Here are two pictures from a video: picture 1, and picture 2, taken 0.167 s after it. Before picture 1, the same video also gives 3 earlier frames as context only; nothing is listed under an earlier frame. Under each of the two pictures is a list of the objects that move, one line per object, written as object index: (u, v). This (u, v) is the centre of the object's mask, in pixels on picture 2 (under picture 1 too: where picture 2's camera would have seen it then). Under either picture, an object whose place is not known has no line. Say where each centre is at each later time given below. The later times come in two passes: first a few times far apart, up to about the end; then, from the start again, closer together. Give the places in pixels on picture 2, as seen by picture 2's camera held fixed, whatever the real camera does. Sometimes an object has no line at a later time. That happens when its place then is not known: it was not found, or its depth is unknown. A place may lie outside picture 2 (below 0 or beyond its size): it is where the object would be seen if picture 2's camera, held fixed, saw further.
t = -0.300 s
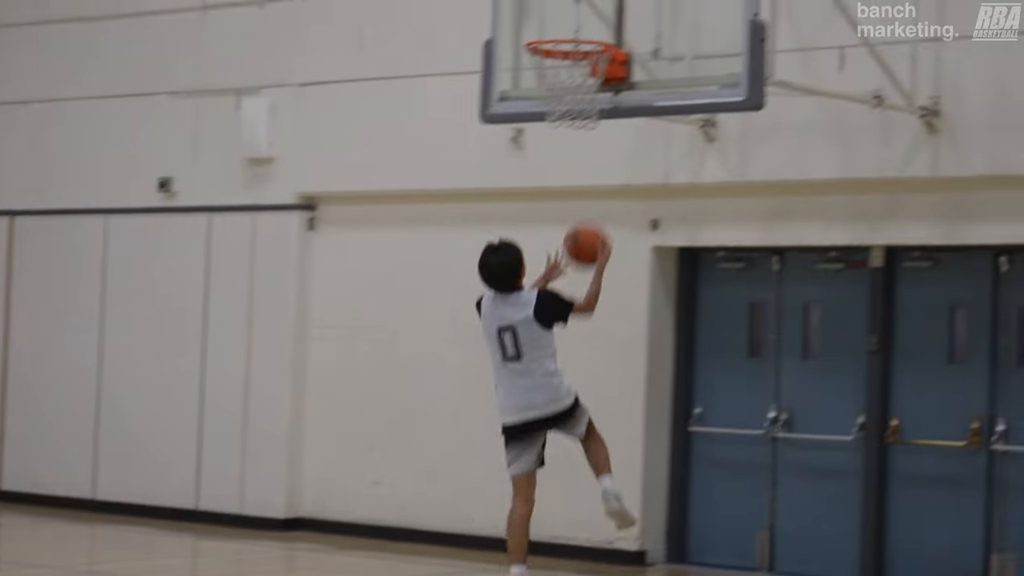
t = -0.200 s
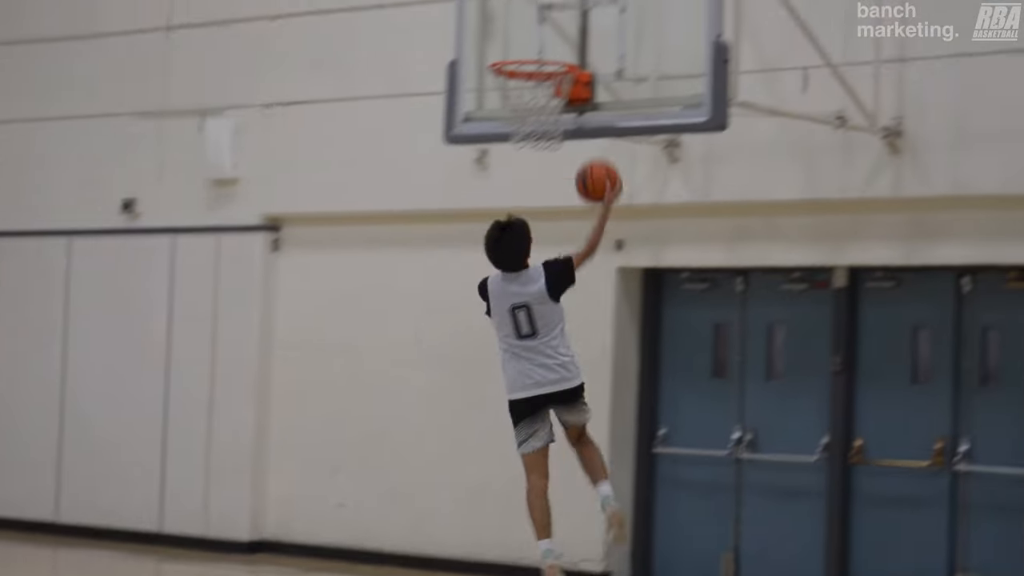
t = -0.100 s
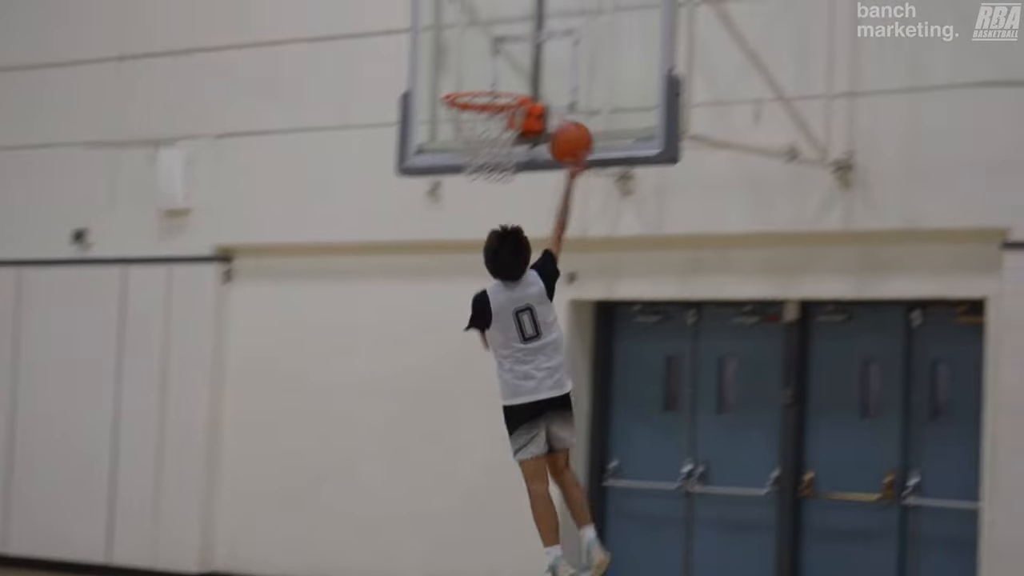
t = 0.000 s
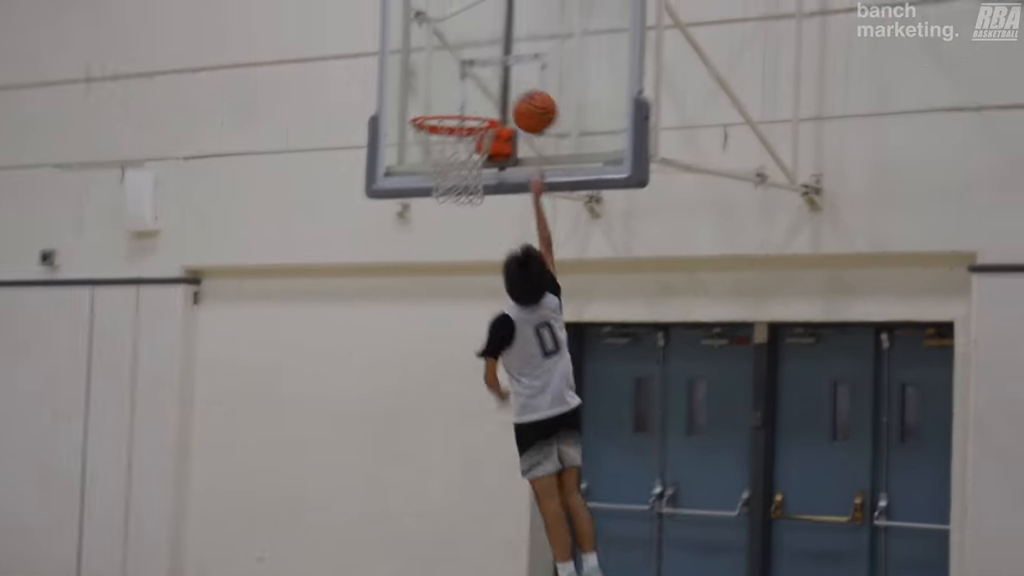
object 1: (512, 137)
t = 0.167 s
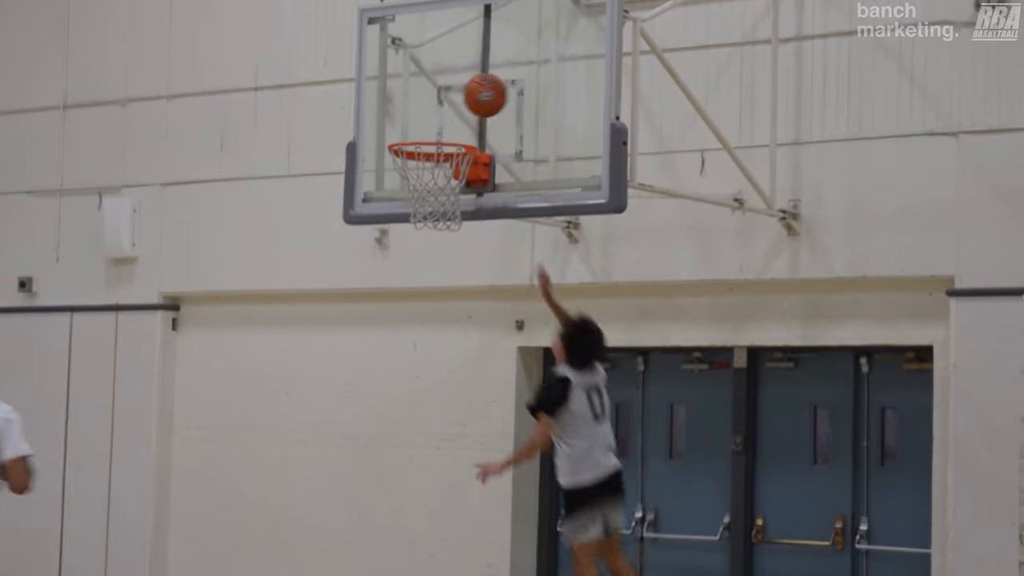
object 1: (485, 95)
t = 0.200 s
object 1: (477, 93)
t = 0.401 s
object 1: (428, 123)
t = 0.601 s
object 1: (438, 191)
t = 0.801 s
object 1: (453, 213)
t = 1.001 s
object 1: (459, 280)
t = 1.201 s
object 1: (461, 424)
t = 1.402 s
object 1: (461, 647)
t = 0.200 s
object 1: (477, 93)
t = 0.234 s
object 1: (469, 93)
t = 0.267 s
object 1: (461, 96)
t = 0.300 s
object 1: (453, 100)
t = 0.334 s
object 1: (444, 107)
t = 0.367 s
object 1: (436, 115)
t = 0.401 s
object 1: (428, 123)
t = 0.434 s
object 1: (420, 130)
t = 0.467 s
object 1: (416, 148)
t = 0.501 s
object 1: (421, 160)
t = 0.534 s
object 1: (425, 172)
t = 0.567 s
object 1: (431, 185)
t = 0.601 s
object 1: (438, 191)
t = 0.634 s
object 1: (437, 190)
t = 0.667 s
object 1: (442, 209)
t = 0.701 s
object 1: (444, 208)
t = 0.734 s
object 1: (446, 208)
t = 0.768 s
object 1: (451, 210)
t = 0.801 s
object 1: (453, 213)
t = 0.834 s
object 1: (455, 218)
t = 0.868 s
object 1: (456, 225)
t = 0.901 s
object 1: (457, 235)
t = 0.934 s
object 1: (458, 248)
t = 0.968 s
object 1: (459, 263)
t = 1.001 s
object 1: (459, 280)
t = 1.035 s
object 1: (460, 299)
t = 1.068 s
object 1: (460, 320)
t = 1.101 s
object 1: (460, 344)
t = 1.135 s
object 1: (460, 368)
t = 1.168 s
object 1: (461, 396)
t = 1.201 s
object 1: (461, 424)
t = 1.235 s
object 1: (461, 456)
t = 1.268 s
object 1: (461, 490)
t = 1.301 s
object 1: (461, 525)
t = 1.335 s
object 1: (461, 562)
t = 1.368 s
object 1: (461, 602)
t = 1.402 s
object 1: (461, 647)
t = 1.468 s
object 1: (465, 665)
